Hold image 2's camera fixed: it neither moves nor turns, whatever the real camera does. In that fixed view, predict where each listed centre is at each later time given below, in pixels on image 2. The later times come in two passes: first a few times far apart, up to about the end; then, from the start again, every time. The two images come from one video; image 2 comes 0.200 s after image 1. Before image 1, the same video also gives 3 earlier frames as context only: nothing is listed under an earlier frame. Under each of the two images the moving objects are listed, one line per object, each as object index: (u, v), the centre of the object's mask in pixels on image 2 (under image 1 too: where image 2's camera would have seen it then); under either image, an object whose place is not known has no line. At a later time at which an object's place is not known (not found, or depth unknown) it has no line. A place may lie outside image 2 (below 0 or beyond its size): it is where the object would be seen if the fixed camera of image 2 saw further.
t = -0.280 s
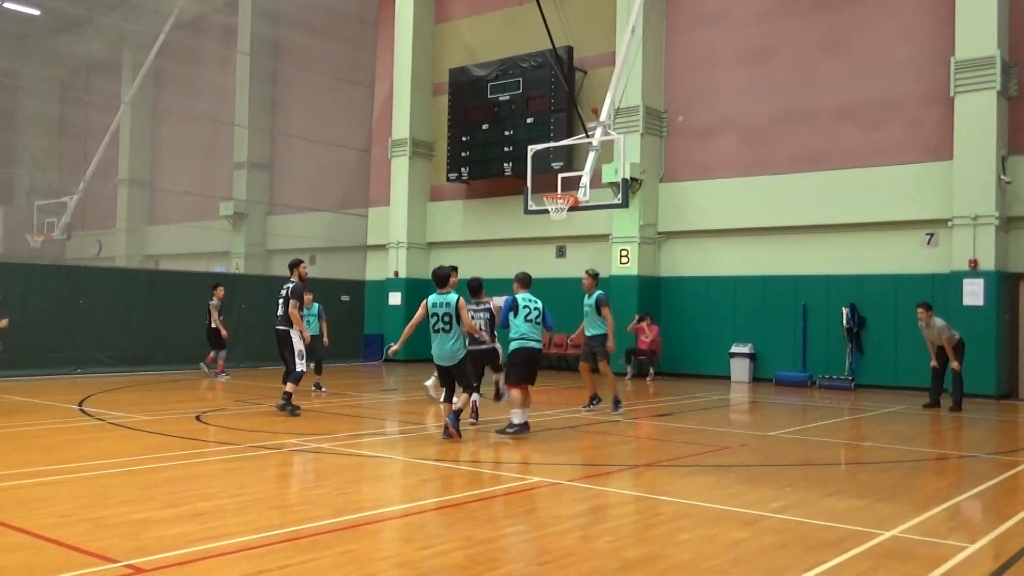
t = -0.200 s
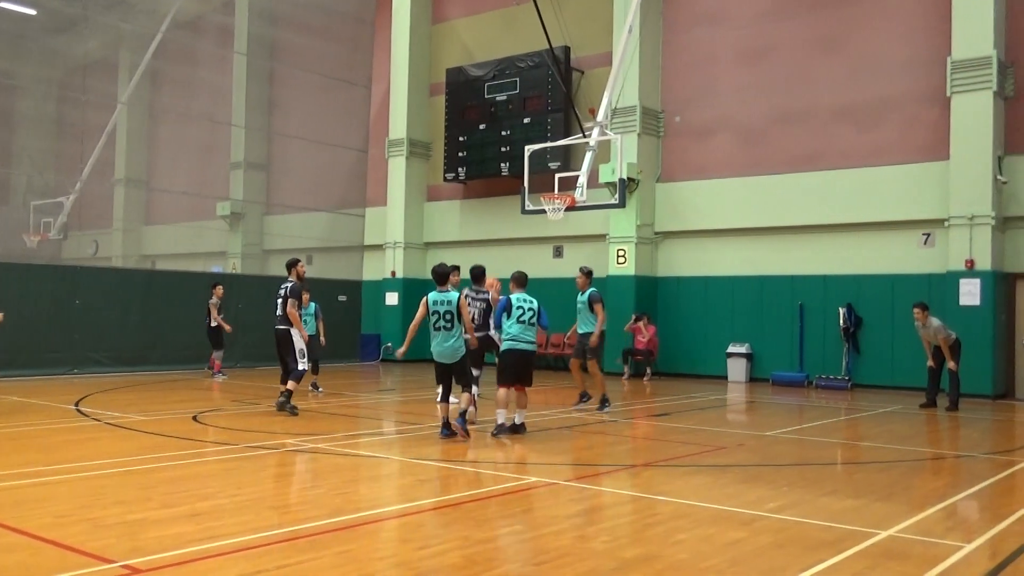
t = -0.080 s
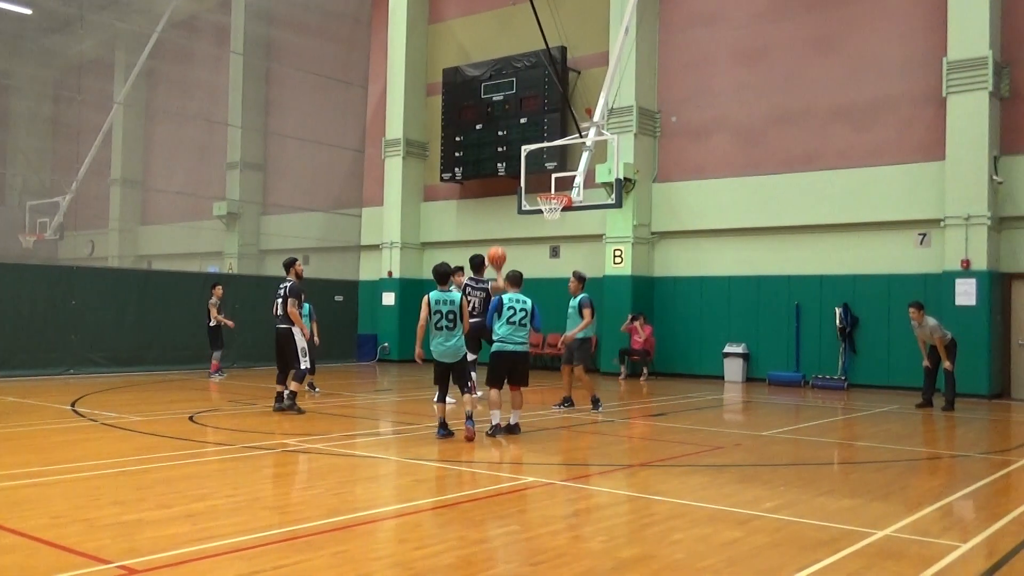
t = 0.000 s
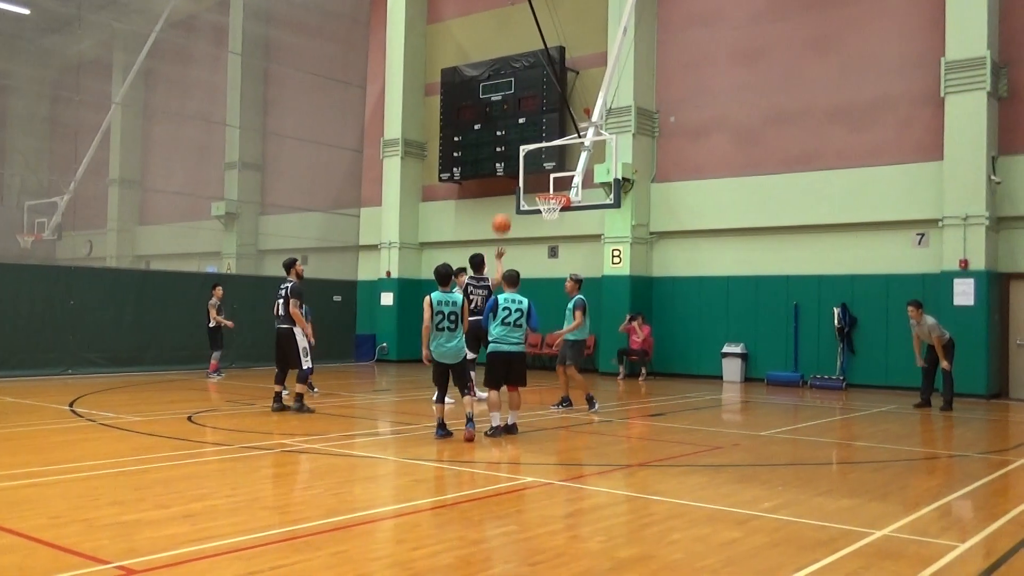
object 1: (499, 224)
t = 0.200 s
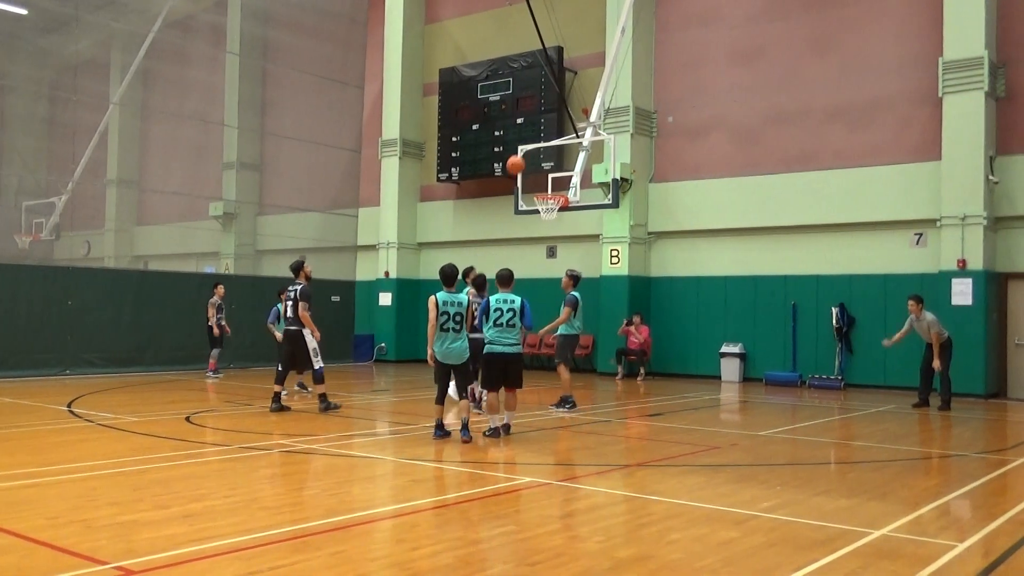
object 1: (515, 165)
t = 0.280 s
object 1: (521, 151)
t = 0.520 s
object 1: (537, 137)
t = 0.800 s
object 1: (553, 167)
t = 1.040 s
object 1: (531, 185)
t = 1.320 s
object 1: (492, 211)
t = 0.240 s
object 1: (518, 157)
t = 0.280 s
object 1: (521, 151)
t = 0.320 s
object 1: (524, 145)
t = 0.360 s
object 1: (527, 141)
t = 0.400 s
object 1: (530, 138)
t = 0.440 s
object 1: (532, 137)
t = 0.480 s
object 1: (535, 136)
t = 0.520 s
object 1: (537, 137)
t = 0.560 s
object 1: (540, 138)
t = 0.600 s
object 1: (542, 141)
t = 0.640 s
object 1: (544, 144)
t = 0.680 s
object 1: (546, 149)
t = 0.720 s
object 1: (549, 154)
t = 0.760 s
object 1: (551, 161)
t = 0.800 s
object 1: (553, 167)
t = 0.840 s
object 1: (555, 175)
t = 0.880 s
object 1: (553, 183)
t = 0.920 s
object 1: (546, 188)
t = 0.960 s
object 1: (541, 187)
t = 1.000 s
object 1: (537, 186)
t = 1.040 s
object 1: (531, 185)
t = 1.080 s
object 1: (526, 185)
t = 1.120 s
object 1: (520, 187)
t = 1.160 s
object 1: (515, 189)
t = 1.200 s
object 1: (509, 193)
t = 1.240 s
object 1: (503, 198)
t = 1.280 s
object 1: (497, 204)
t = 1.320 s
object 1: (492, 211)
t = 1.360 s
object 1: (485, 219)
